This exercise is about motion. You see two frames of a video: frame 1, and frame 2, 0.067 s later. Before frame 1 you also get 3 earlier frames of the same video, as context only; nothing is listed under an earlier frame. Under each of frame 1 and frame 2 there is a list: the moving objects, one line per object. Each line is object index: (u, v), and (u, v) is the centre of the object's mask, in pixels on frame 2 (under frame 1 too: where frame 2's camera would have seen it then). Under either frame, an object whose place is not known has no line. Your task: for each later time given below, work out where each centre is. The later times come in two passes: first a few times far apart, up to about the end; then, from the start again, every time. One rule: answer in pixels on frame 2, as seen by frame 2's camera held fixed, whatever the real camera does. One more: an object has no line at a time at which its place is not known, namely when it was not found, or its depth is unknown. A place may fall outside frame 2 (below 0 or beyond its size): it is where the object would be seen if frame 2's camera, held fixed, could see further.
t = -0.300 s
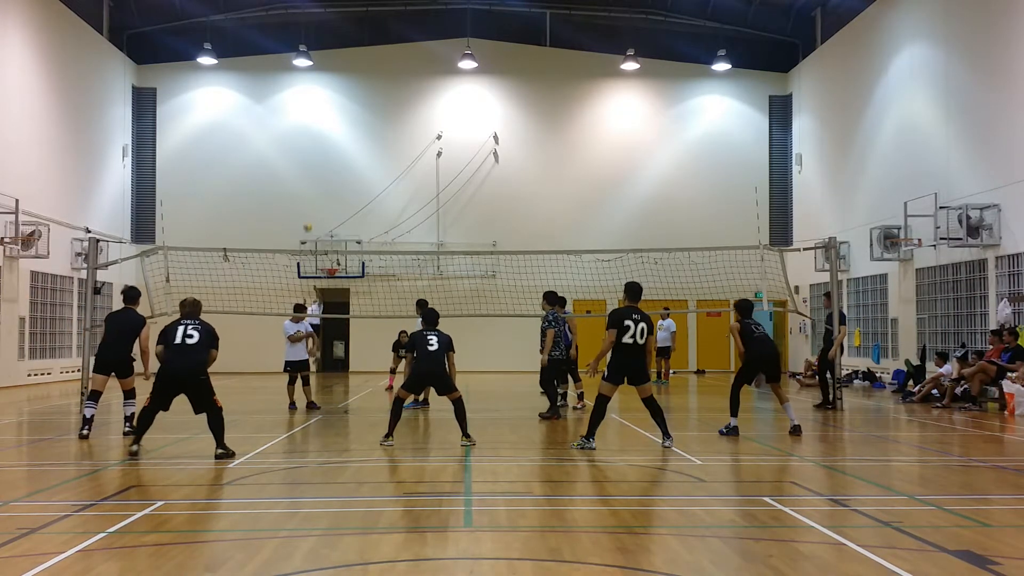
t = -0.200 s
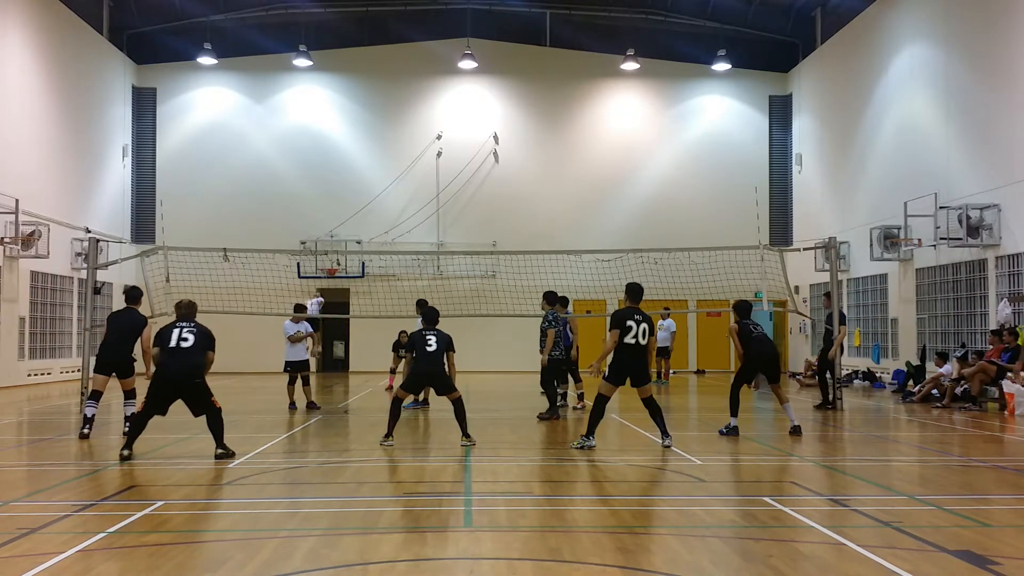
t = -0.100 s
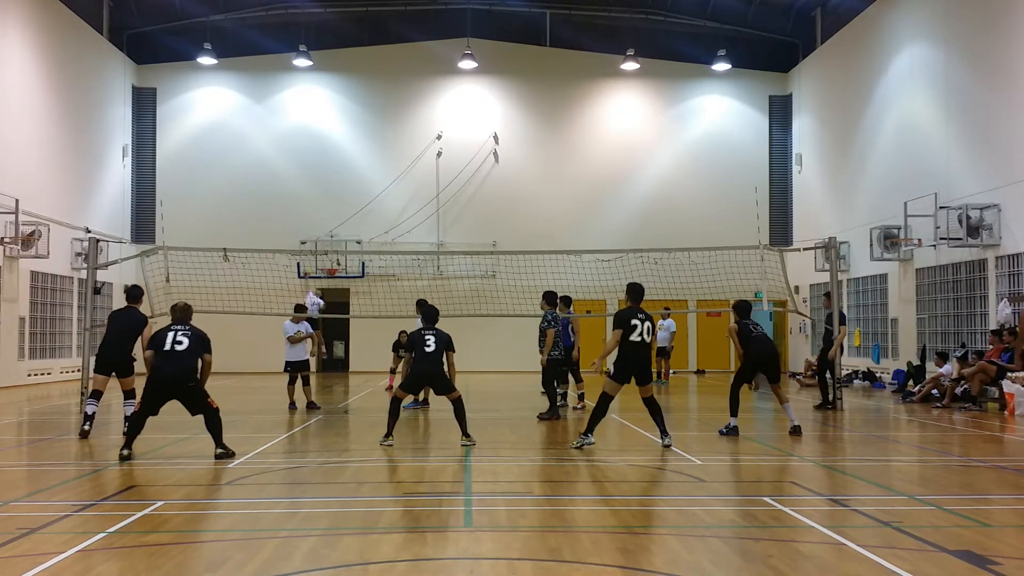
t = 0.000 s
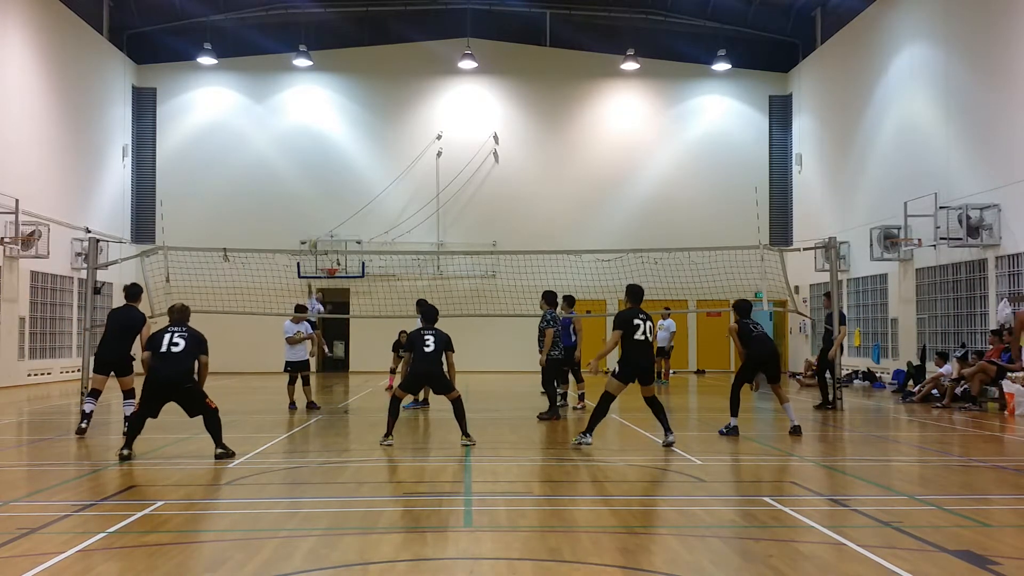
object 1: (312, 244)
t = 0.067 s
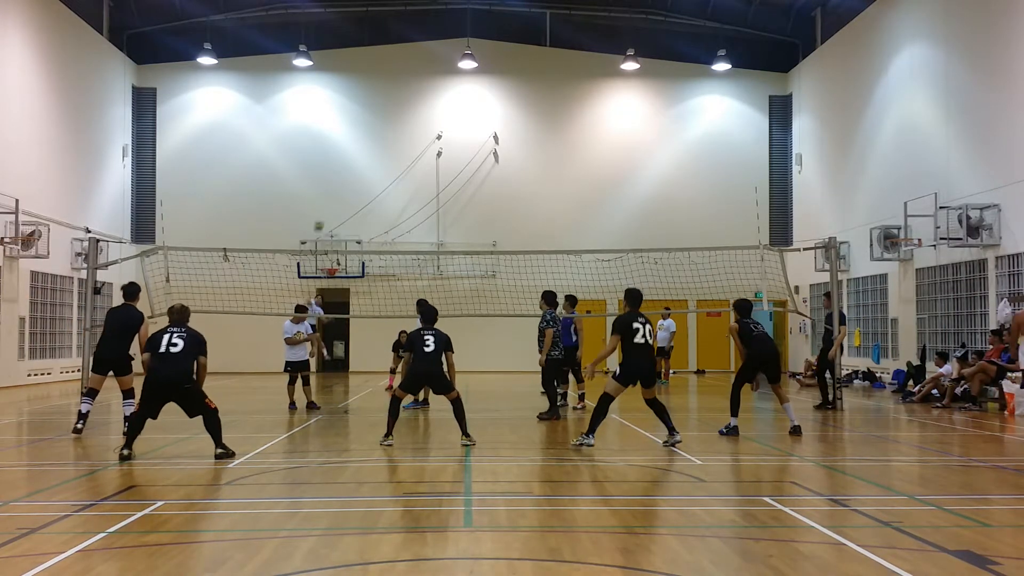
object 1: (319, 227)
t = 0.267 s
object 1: (342, 182)
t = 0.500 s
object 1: (383, 159)
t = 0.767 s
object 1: (454, 195)
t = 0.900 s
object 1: (506, 255)
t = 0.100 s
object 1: (322, 218)
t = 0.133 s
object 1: (325, 210)
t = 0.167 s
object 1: (329, 202)
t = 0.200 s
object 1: (333, 195)
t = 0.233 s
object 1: (338, 188)
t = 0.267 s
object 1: (342, 182)
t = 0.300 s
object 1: (347, 177)
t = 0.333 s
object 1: (352, 171)
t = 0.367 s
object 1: (358, 167)
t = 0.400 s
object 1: (363, 164)
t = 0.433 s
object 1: (370, 162)
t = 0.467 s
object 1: (376, 160)
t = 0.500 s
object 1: (383, 159)
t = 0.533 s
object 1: (390, 159)
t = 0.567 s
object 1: (397, 160)
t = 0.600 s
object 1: (406, 162)
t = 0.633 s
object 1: (414, 166)
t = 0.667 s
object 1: (423, 170)
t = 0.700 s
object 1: (433, 177)
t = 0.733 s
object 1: (443, 184)
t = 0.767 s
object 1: (454, 195)
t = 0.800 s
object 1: (466, 206)
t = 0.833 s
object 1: (480, 221)
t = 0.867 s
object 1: (491, 236)
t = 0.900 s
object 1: (506, 255)
